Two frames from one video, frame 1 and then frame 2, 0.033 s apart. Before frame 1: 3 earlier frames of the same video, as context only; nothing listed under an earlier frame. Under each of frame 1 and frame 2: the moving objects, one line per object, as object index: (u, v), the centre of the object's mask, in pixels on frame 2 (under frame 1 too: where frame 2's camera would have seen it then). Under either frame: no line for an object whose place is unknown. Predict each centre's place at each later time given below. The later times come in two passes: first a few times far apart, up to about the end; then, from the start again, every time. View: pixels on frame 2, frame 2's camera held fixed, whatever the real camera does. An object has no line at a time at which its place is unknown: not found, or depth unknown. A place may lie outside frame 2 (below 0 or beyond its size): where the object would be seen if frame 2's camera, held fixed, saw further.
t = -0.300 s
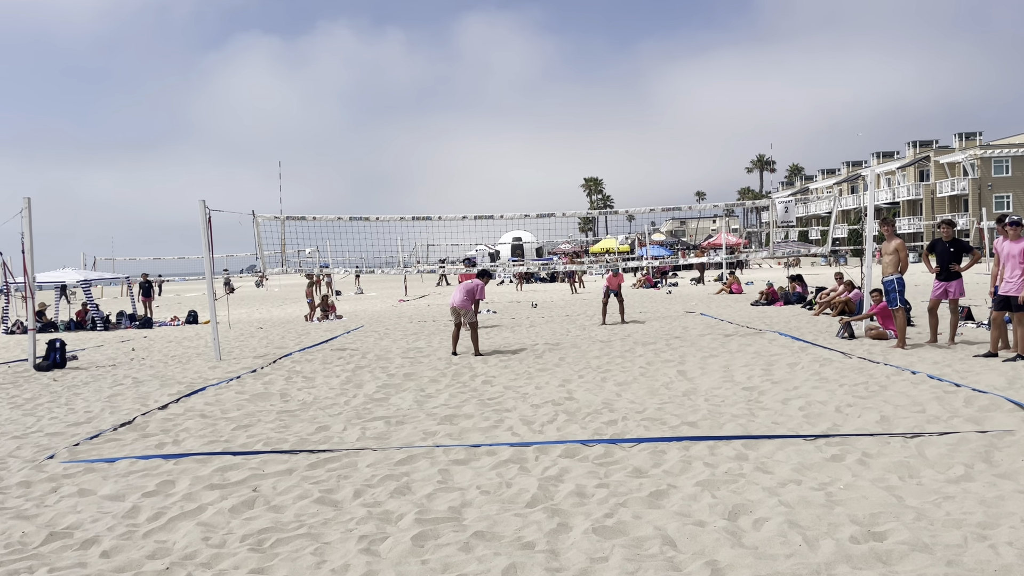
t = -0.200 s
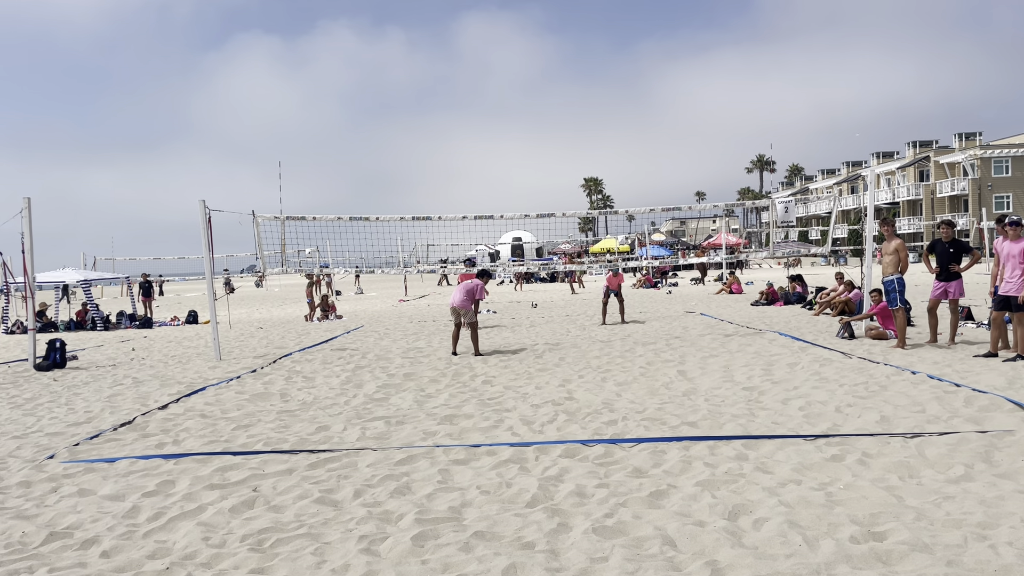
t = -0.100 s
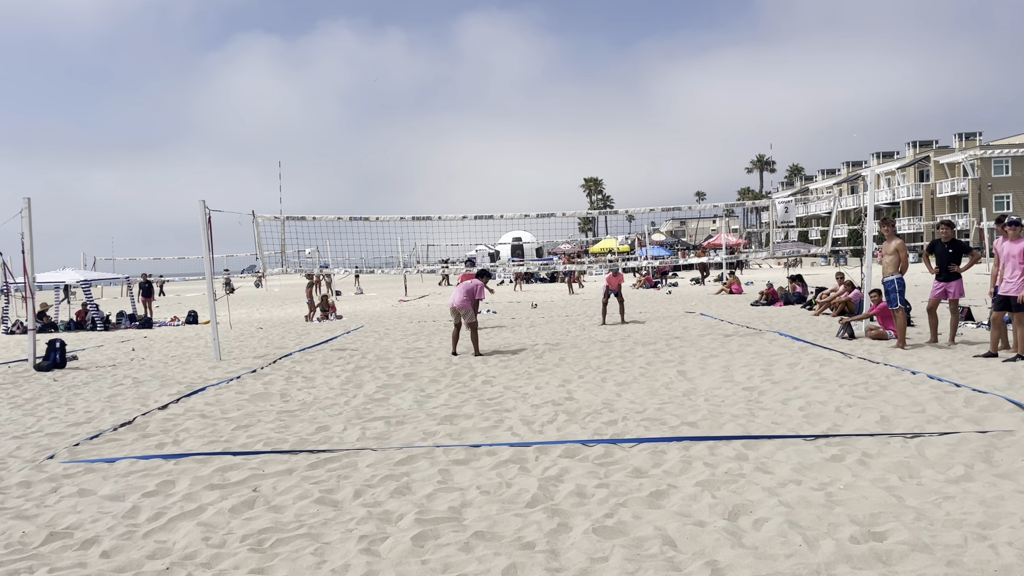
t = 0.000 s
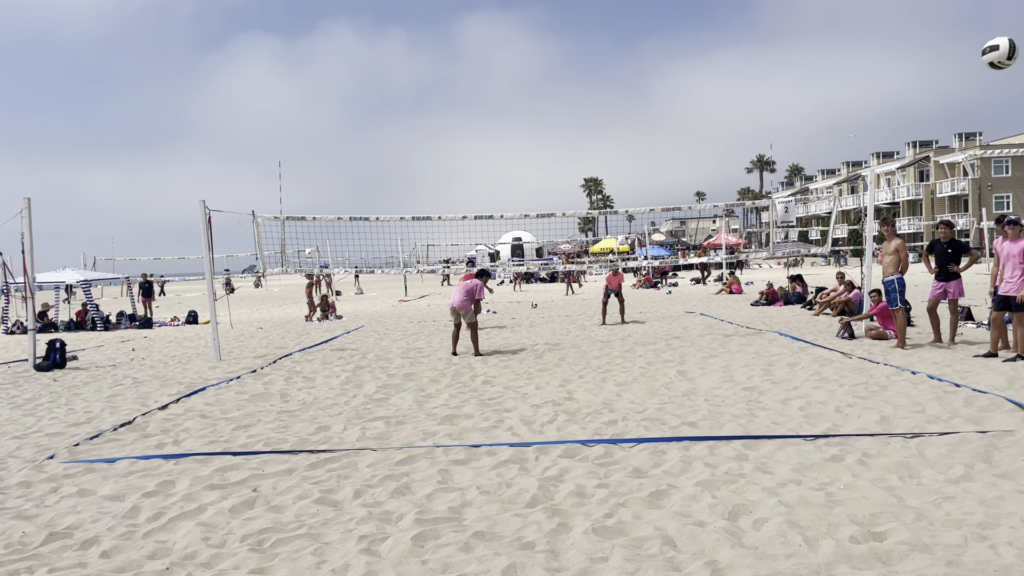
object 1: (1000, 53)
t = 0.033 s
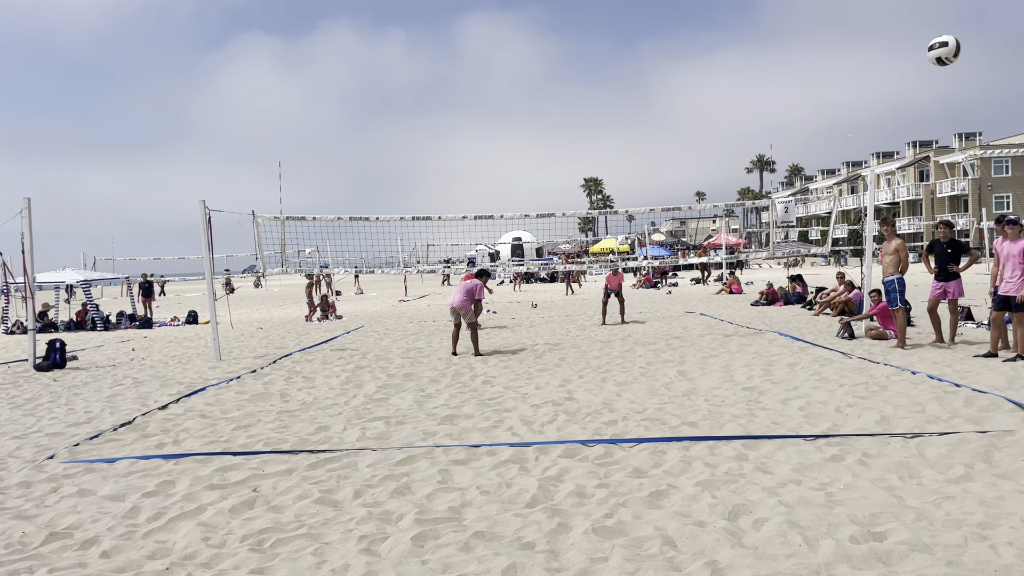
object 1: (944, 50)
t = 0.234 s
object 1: (724, 68)
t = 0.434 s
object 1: (607, 112)
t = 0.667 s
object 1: (528, 169)
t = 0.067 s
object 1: (895, 50)
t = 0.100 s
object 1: (852, 51)
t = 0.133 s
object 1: (814, 54)
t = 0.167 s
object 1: (781, 58)
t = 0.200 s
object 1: (751, 62)
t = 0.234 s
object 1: (724, 68)
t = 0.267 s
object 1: (699, 74)
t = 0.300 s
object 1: (677, 81)
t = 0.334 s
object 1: (657, 88)
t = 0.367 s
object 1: (639, 96)
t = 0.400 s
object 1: (622, 104)
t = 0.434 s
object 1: (607, 112)
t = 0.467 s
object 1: (593, 120)
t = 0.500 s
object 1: (580, 128)
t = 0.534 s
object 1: (568, 137)
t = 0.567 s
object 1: (557, 145)
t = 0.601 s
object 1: (547, 153)
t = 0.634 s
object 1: (537, 161)
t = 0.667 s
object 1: (528, 169)
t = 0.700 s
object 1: (519, 177)
